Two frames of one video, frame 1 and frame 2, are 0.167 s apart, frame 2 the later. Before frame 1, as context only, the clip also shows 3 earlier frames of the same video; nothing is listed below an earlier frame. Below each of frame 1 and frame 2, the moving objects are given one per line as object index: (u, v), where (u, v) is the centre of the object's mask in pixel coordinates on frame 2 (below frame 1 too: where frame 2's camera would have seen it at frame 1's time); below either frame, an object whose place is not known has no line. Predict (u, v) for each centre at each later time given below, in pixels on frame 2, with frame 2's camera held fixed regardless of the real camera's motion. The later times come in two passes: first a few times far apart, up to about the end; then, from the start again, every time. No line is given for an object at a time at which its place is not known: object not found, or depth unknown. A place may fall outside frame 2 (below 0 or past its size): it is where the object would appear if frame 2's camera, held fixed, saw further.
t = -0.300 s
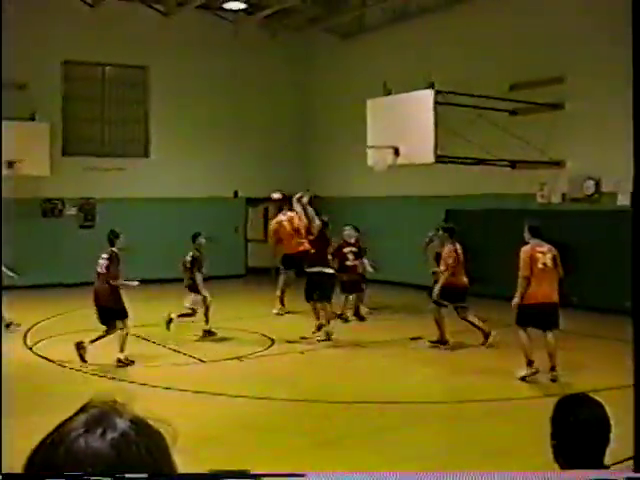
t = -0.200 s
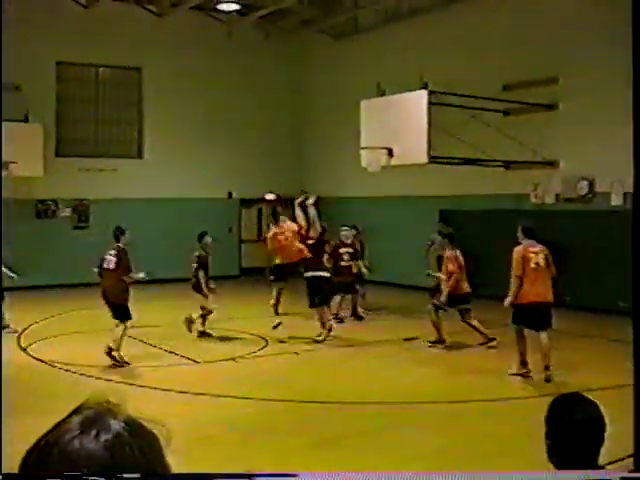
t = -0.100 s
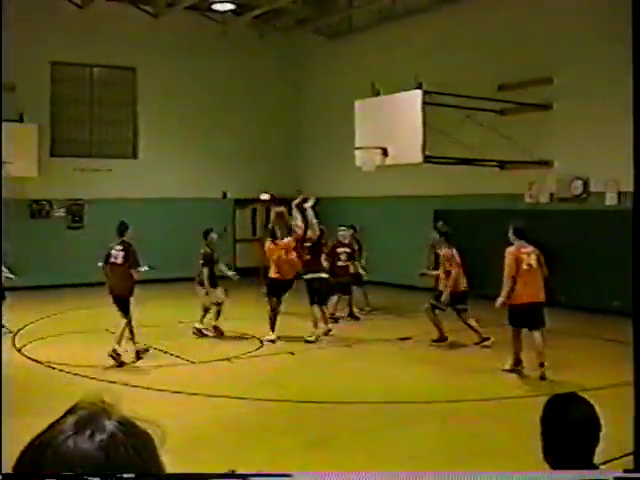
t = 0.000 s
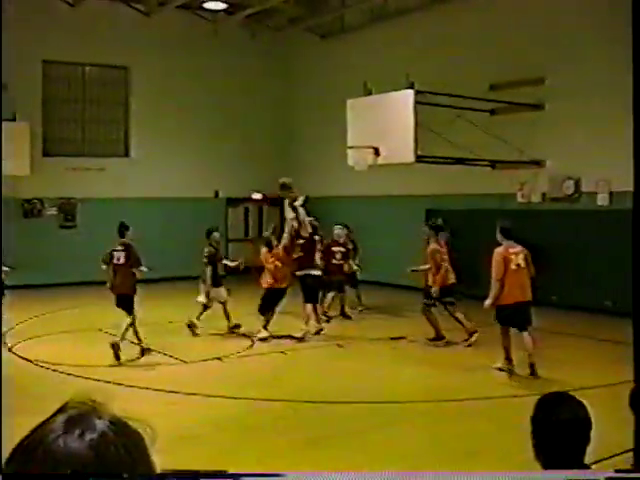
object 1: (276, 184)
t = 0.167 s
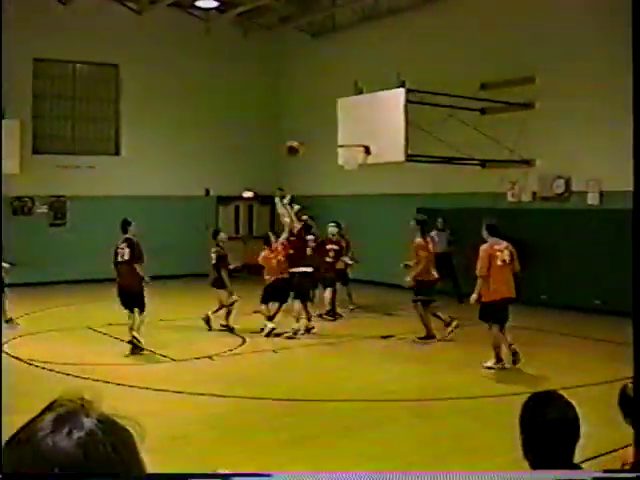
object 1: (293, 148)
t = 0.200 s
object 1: (296, 143)
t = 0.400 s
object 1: (316, 129)
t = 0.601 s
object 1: (334, 140)
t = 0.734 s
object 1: (346, 160)
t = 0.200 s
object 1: (296, 143)
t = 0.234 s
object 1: (300, 140)
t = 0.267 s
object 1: (303, 136)
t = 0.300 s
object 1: (307, 134)
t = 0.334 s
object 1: (310, 132)
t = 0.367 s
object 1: (313, 130)
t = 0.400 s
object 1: (316, 129)
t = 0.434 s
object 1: (319, 129)
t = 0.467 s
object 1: (322, 130)
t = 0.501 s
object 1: (326, 131)
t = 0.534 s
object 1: (328, 133)
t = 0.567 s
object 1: (331, 136)
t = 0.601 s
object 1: (334, 140)
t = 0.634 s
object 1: (337, 143)
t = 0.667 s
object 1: (341, 149)
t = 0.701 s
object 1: (343, 154)
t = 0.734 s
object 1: (346, 160)
